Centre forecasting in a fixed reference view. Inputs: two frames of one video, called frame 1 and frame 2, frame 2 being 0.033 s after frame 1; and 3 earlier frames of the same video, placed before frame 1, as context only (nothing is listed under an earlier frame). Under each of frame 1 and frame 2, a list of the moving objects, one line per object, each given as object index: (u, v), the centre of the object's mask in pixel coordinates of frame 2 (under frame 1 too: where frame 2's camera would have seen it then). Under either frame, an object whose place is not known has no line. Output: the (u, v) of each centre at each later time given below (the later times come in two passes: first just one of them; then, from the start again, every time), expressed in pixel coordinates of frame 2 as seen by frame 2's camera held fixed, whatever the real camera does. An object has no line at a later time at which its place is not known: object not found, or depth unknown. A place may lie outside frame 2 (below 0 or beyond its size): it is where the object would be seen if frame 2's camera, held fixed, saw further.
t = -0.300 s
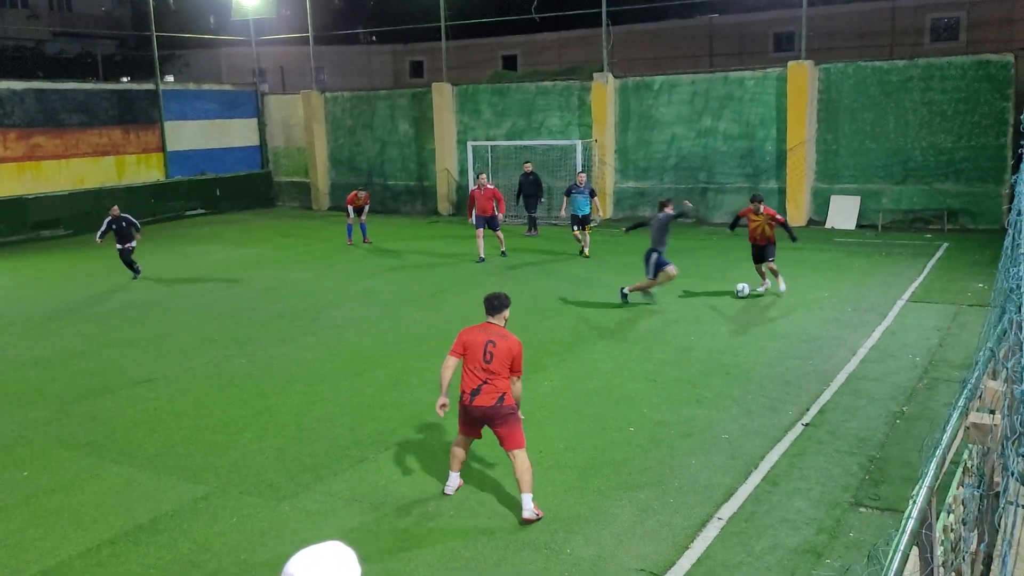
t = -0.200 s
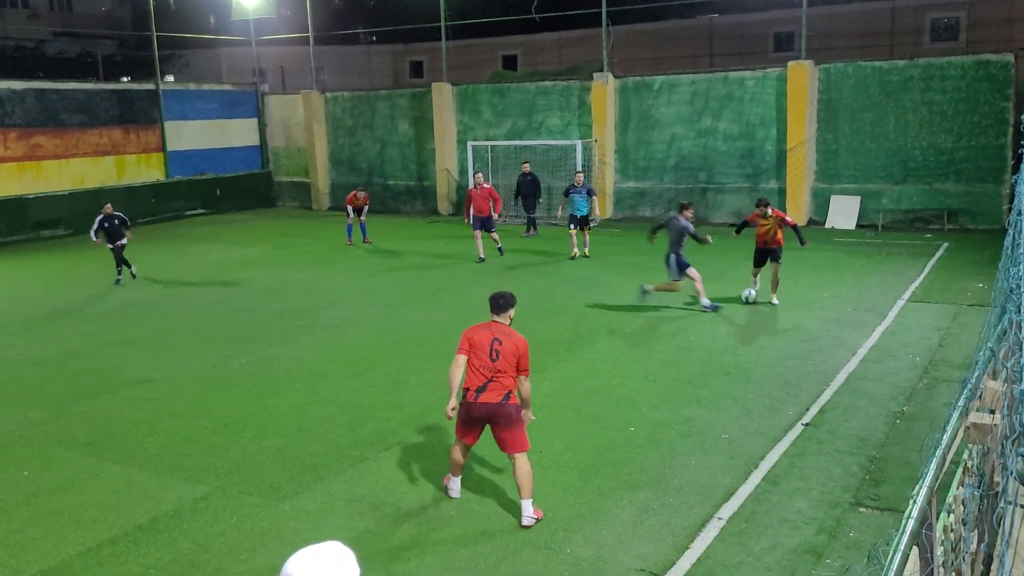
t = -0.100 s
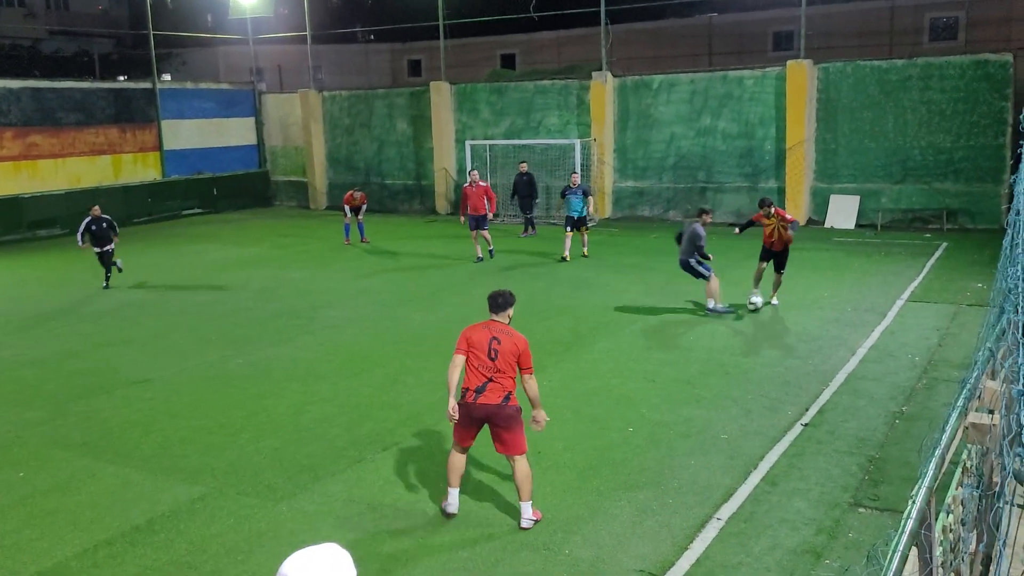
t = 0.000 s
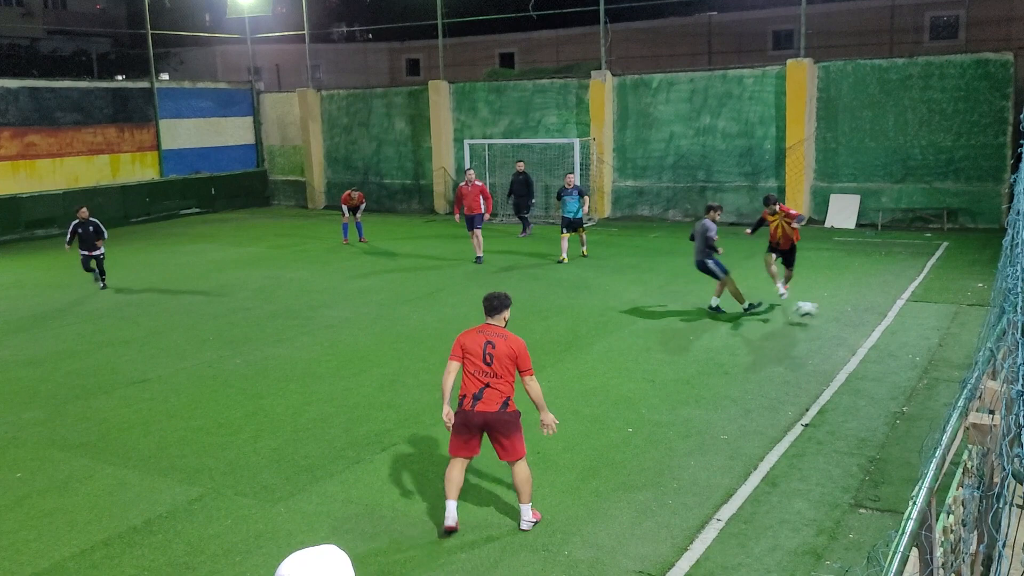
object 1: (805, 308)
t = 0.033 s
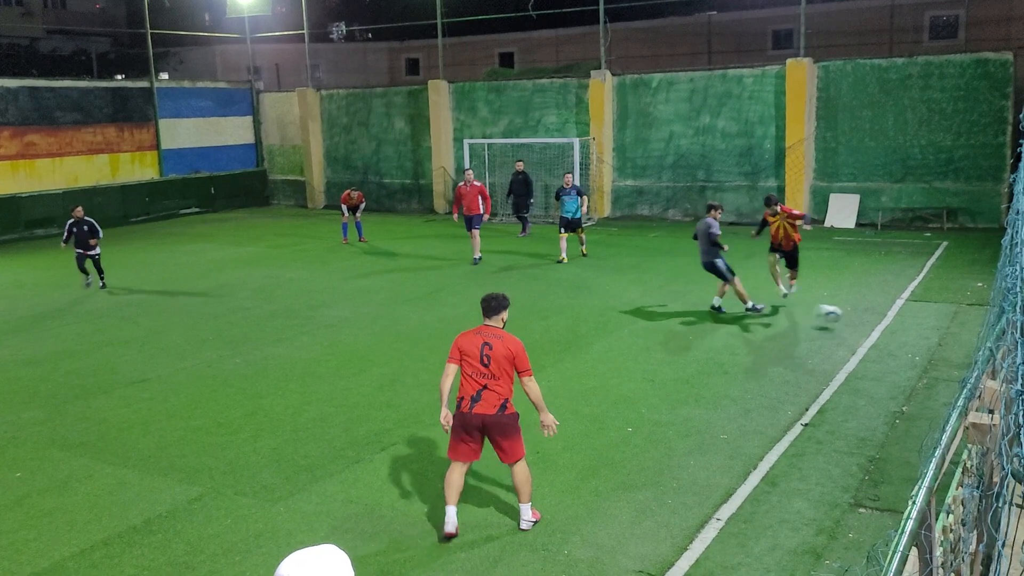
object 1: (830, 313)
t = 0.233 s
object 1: (971, 339)
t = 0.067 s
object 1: (851, 316)
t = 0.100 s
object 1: (873, 322)
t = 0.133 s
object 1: (900, 330)
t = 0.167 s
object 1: (925, 338)
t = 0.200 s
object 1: (948, 340)
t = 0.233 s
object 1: (971, 339)
